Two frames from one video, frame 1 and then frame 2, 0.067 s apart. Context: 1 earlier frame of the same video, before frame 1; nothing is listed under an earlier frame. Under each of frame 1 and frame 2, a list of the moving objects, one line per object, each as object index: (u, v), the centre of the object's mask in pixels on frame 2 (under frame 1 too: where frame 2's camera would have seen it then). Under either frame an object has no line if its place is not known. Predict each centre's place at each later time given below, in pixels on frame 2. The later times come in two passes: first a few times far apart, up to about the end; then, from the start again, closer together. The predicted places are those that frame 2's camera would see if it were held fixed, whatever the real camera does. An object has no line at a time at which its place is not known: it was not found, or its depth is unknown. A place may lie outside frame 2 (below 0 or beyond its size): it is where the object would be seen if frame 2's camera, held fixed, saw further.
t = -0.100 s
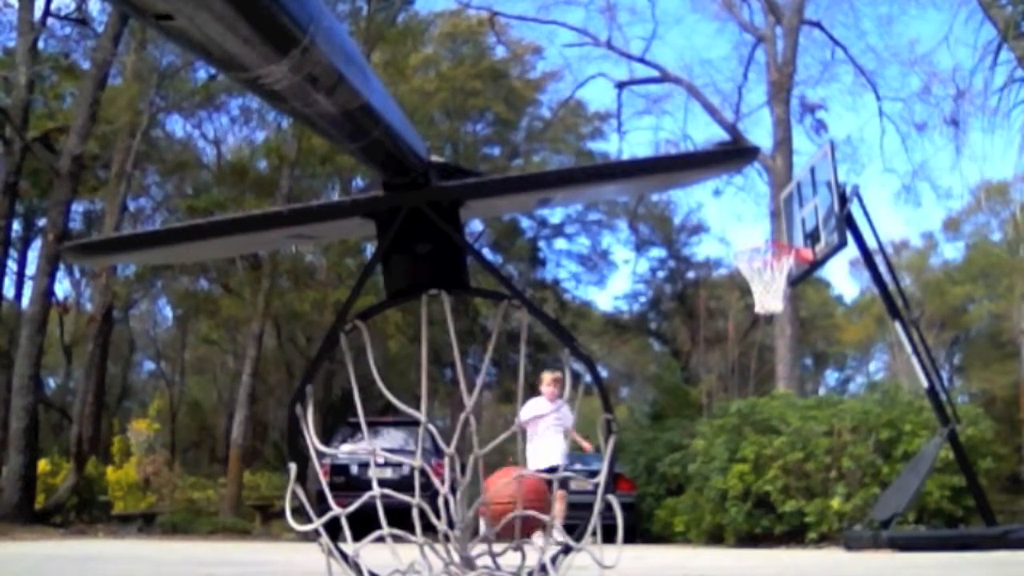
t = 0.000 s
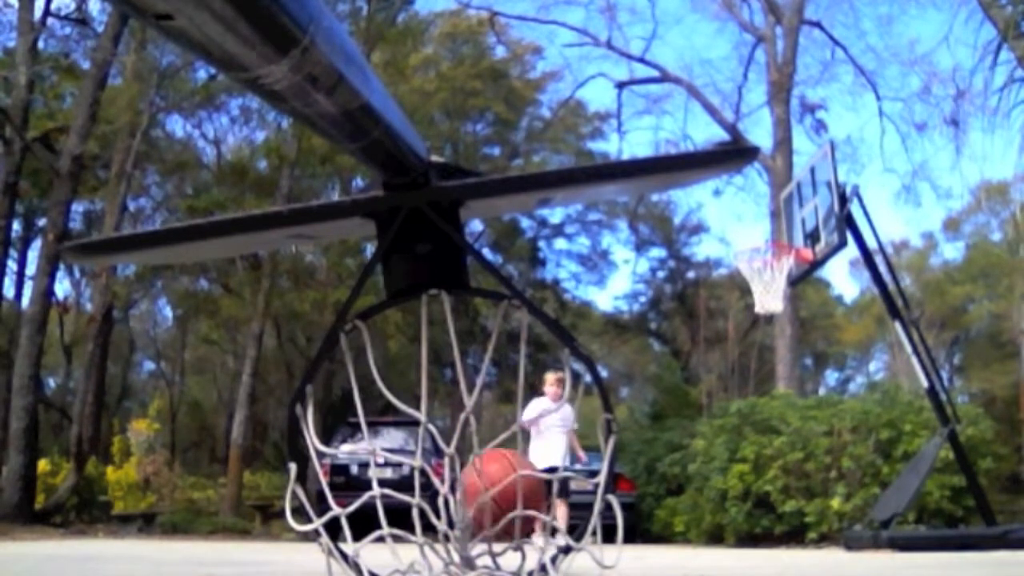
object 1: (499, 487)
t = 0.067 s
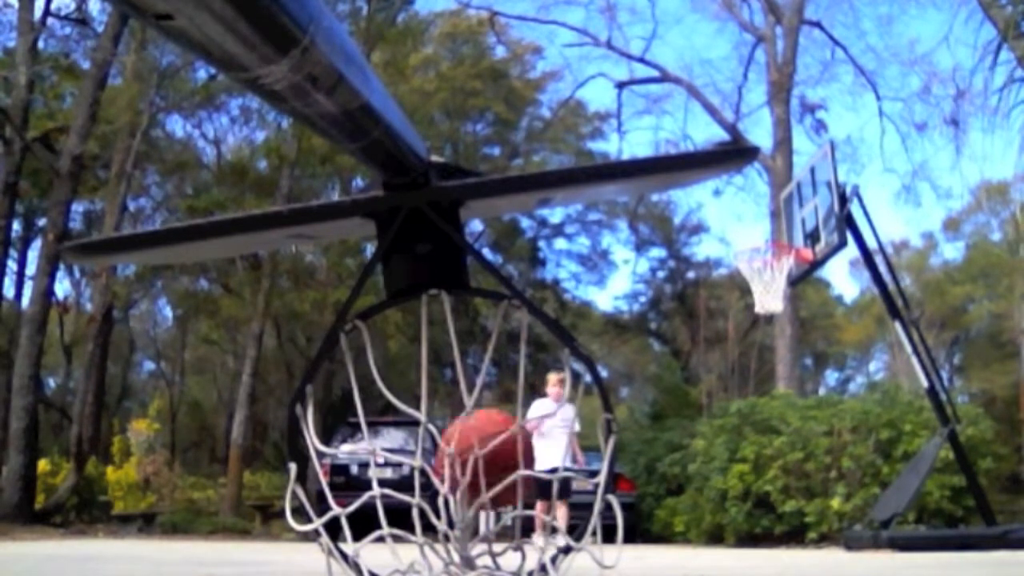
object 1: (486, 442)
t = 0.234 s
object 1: (414, 430)
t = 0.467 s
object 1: (351, 454)
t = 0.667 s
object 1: (453, 511)
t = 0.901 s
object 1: (513, 513)
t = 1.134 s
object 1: (502, 511)
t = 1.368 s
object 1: (483, 510)
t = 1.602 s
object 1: (499, 511)
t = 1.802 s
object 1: (504, 512)
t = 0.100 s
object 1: (481, 433)
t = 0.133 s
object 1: (478, 429)
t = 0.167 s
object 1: (476, 424)
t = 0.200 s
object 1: (445, 425)
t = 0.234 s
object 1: (414, 430)
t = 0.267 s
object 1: (402, 448)
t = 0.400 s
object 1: (353, 475)
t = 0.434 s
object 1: (345, 458)
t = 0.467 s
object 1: (351, 454)
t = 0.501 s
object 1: (362, 462)
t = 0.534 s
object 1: (376, 483)
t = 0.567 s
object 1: (407, 510)
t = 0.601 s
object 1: (415, 526)
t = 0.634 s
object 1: (441, 518)
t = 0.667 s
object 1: (453, 511)
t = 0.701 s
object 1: (460, 511)
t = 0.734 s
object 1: (472, 508)
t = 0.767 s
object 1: (473, 518)
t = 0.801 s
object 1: (486, 514)
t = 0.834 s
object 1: (498, 515)
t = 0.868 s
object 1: (506, 514)
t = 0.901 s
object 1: (513, 513)
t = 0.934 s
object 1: (517, 512)
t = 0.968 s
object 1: (519, 511)
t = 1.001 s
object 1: (518, 511)
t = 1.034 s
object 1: (516, 511)
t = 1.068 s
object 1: (512, 511)
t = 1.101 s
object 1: (507, 512)
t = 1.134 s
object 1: (502, 511)
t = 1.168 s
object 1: (496, 512)
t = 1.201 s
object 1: (492, 512)
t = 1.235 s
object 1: (488, 511)
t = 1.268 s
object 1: (485, 511)
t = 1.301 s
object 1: (483, 510)
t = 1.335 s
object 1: (483, 509)
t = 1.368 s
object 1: (483, 510)
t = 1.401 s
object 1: (485, 510)
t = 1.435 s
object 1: (487, 511)
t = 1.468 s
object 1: (490, 511)
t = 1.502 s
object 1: (492, 511)
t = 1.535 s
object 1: (494, 511)
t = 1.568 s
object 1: (497, 511)
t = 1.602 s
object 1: (499, 511)
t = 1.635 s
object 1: (501, 511)
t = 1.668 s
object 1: (503, 512)
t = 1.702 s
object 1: (505, 512)
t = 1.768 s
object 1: (505, 512)
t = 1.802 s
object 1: (504, 512)
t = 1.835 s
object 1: (504, 512)
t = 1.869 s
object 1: (504, 512)
